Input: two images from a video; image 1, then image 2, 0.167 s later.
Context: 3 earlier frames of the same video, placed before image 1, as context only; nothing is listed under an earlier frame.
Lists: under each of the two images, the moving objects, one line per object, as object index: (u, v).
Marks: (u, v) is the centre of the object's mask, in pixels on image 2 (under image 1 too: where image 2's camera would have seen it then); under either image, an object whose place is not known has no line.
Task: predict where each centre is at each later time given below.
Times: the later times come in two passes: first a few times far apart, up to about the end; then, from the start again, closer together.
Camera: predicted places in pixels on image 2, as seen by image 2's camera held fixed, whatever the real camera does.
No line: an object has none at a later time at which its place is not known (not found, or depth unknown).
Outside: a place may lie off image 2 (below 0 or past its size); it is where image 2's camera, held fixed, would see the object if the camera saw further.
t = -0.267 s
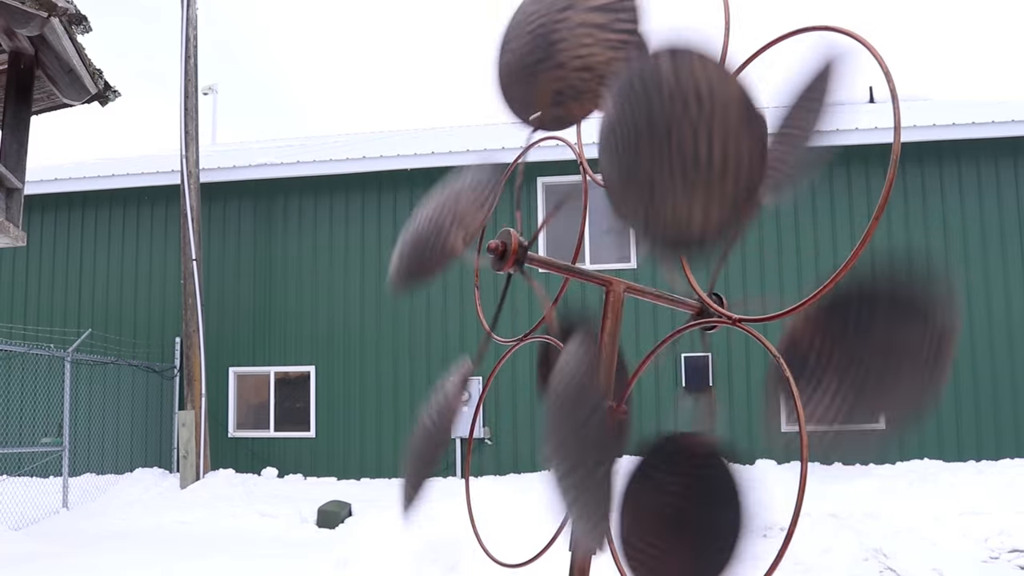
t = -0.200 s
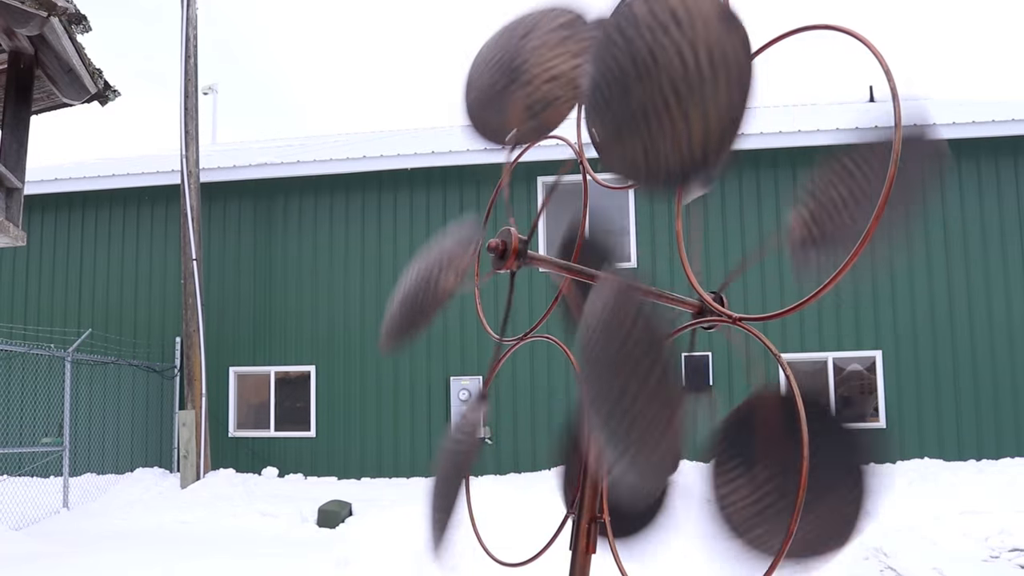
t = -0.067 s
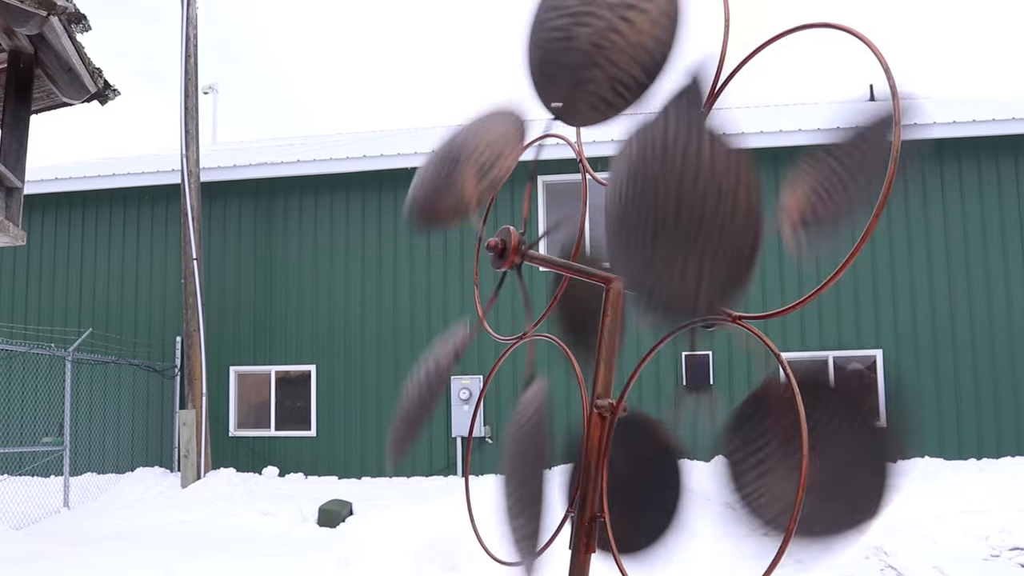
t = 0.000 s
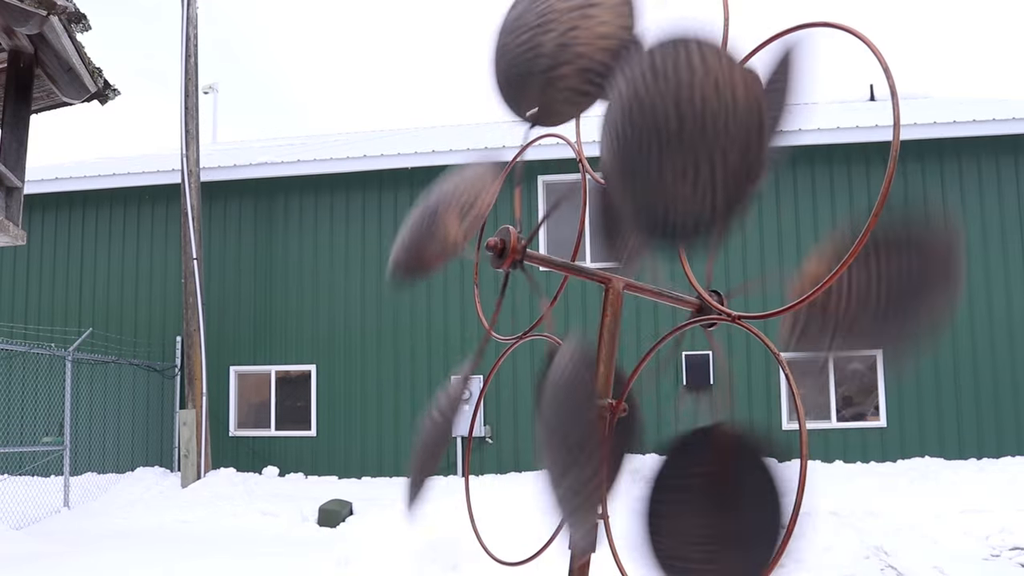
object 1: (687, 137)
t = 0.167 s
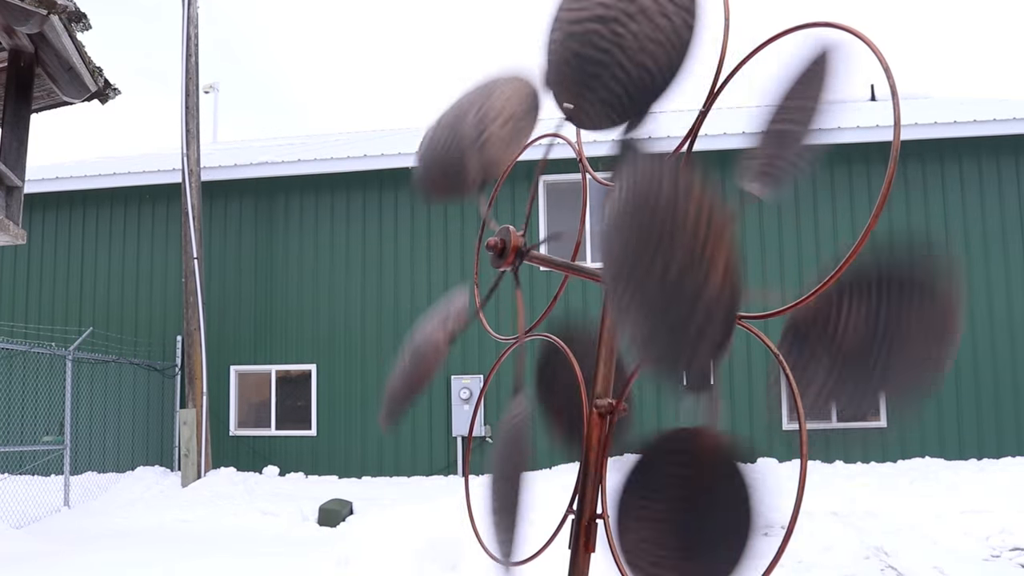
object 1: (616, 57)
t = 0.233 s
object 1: (580, 54)
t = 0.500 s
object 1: (454, 188)
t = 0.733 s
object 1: (421, 375)
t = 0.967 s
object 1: (498, 477)
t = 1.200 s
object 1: (645, 352)
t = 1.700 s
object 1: (538, 67)
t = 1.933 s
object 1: (444, 219)
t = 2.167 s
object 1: (428, 405)
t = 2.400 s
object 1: (531, 471)
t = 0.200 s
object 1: (598, 54)
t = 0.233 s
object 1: (580, 54)
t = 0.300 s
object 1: (545, 60)
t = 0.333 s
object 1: (529, 70)
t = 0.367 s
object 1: (512, 89)
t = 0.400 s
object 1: (496, 112)
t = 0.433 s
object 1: (480, 137)
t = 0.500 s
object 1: (454, 188)
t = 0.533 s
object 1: (444, 213)
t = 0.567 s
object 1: (439, 235)
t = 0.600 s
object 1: (431, 265)
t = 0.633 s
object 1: (426, 293)
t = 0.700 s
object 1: (421, 349)
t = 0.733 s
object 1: (421, 375)
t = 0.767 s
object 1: (424, 398)
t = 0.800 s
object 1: (429, 418)
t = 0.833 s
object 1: (437, 440)
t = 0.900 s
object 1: (463, 469)
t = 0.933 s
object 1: (479, 476)
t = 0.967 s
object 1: (498, 477)
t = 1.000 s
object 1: (517, 475)
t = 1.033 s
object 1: (545, 464)
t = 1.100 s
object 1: (583, 437)
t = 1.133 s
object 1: (607, 421)
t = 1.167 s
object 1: (628, 391)
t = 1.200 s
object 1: (645, 352)
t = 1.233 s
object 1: (661, 310)
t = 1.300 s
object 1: (682, 227)
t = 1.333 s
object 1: (687, 189)
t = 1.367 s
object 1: (687, 152)
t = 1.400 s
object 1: (680, 121)
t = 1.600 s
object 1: (590, 58)
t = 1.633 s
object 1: (573, 60)
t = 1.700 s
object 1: (538, 67)
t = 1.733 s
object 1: (524, 76)
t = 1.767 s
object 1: (508, 94)
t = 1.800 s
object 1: (492, 117)
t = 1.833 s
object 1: (477, 143)
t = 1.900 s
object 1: (454, 191)
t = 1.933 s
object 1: (444, 219)
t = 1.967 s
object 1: (439, 241)
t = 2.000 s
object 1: (433, 269)
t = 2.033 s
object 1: (429, 296)
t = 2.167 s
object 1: (428, 405)
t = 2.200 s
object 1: (435, 424)
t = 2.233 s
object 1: (443, 445)
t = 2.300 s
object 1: (473, 471)
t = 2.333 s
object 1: (490, 475)
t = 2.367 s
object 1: (510, 476)
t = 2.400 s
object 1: (531, 471)
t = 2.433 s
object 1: (557, 464)
